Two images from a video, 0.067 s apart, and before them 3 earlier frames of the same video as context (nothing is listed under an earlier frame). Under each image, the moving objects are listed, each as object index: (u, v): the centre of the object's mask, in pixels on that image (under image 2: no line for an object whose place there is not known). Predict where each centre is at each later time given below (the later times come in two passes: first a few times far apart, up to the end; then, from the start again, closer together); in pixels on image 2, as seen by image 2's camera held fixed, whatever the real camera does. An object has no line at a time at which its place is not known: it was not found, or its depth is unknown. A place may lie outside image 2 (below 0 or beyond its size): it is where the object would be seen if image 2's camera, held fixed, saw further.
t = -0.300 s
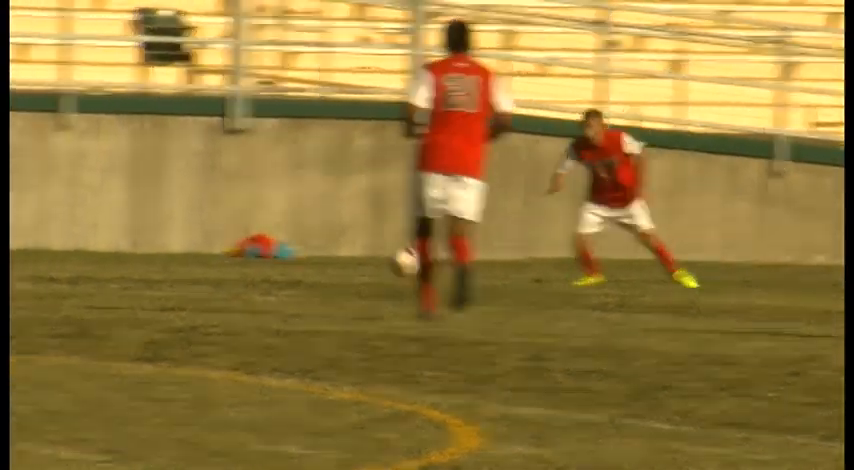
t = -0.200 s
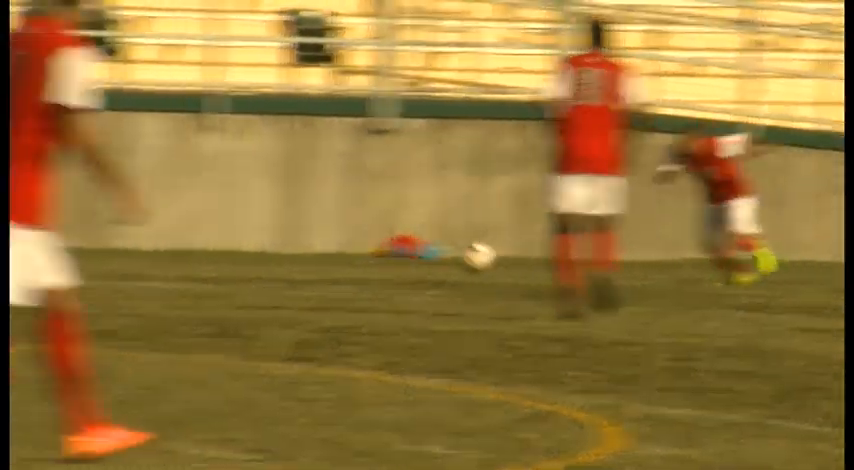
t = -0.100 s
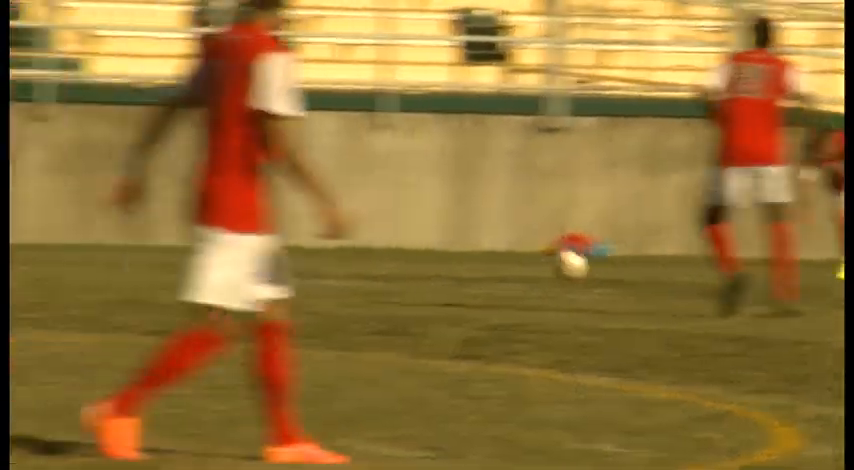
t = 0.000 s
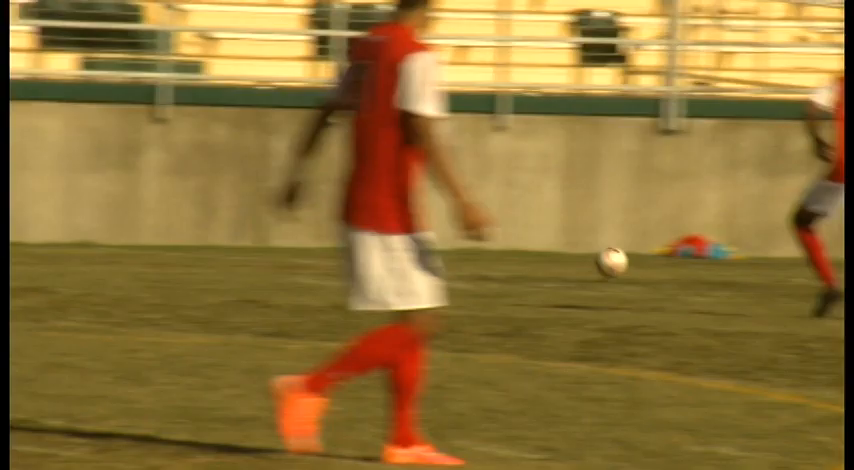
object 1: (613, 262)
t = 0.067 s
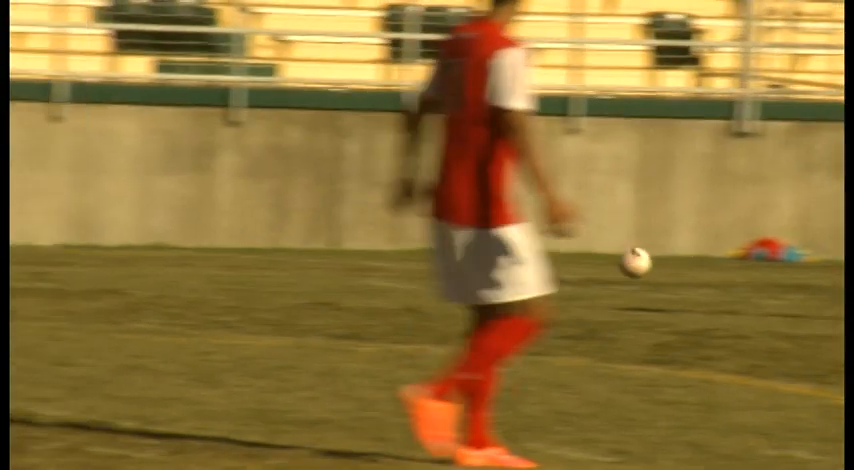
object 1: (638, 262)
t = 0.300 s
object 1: (465, 265)
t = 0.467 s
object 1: (348, 264)
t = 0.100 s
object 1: (611, 263)
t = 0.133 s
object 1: (590, 264)
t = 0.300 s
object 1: (465, 265)
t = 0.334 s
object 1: (442, 266)
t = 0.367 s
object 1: (418, 265)
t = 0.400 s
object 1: (394, 263)
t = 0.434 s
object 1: (372, 263)
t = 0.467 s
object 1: (348, 264)
